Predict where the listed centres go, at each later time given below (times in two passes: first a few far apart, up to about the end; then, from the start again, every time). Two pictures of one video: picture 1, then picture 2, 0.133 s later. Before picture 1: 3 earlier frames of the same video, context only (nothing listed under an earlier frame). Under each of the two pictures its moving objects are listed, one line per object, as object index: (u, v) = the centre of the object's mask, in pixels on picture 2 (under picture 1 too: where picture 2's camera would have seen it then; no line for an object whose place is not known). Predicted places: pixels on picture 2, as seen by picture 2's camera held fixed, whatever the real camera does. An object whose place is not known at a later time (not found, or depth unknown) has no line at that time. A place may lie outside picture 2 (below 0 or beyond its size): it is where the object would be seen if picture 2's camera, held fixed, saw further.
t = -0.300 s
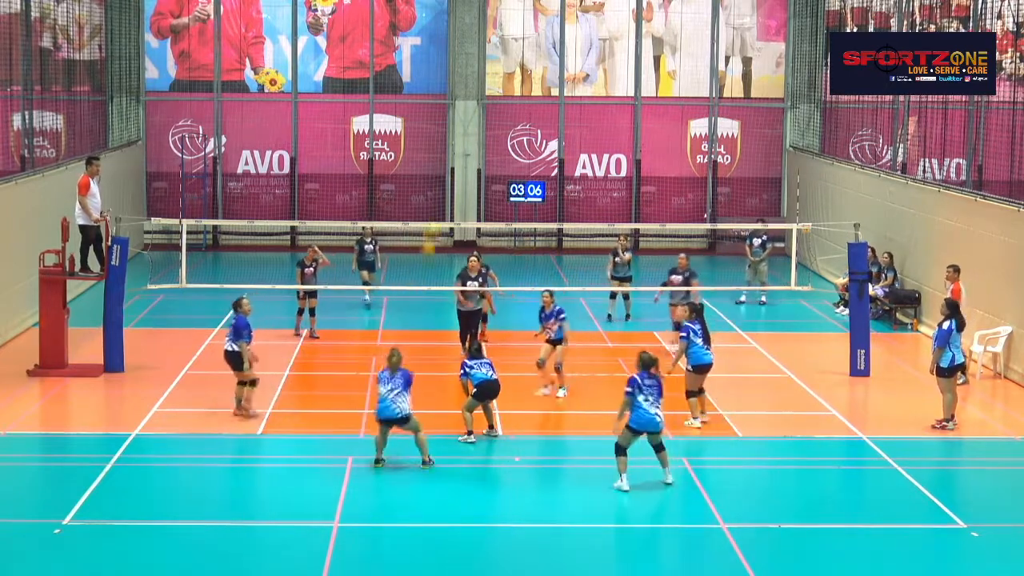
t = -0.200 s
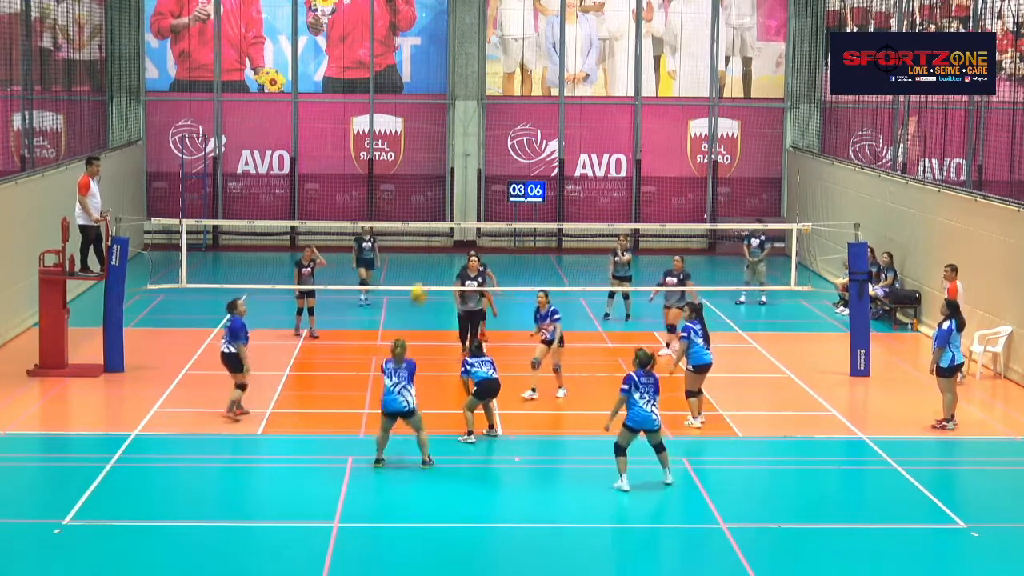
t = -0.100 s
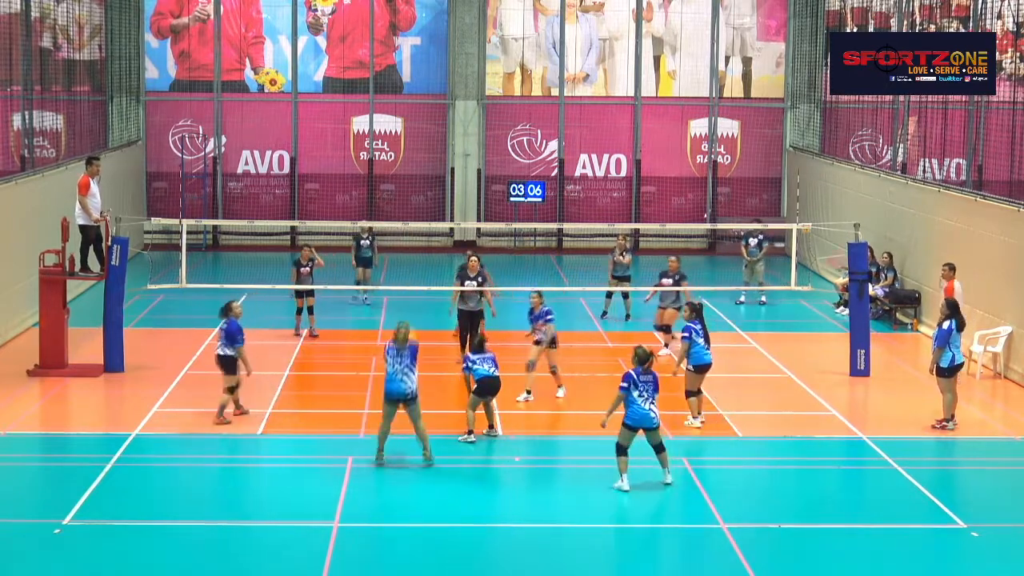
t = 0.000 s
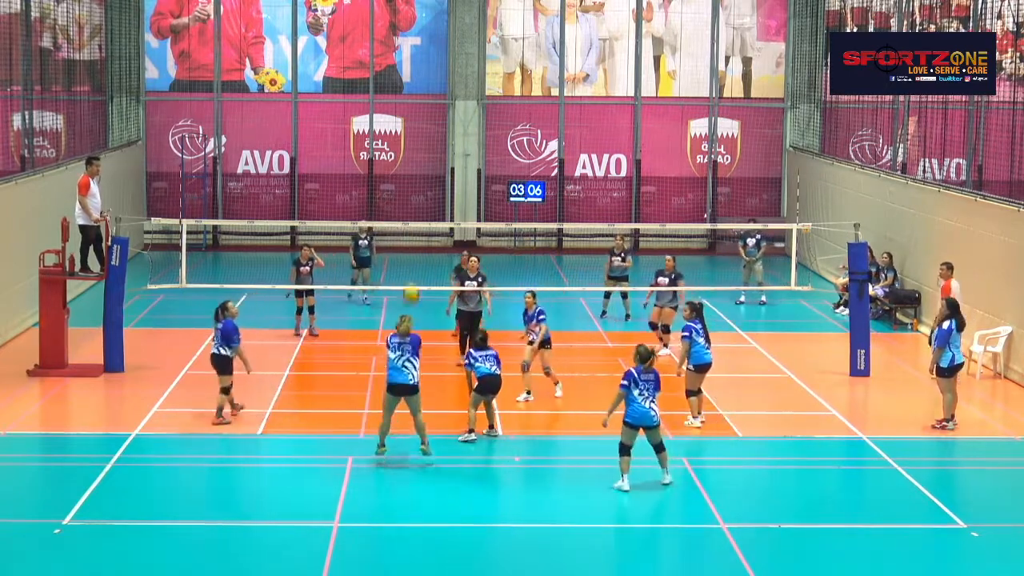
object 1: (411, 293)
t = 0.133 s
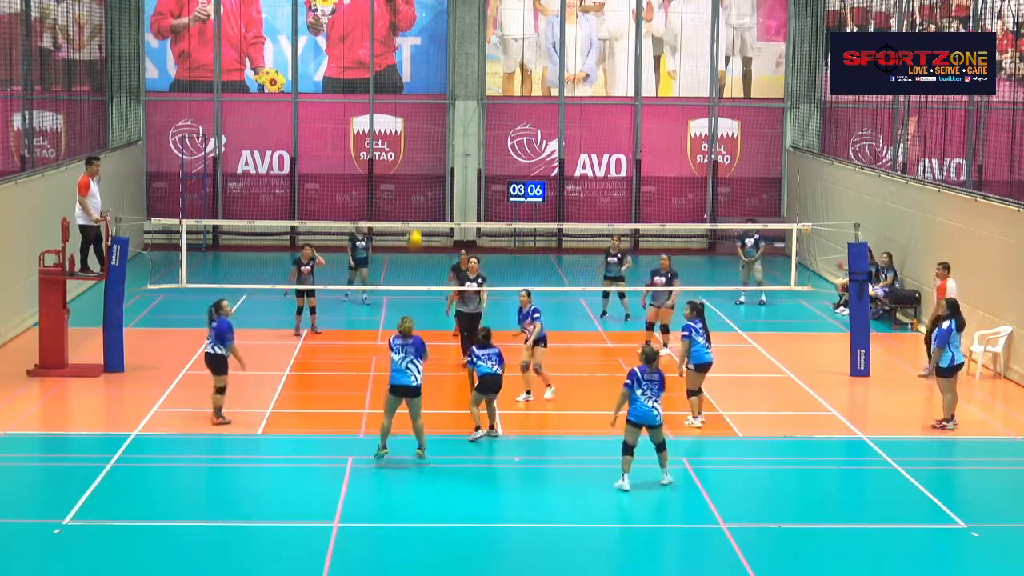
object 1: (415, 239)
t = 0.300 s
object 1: (418, 189)
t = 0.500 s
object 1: (423, 159)
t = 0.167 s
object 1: (416, 223)
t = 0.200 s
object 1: (416, 215)
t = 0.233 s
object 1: (417, 205)
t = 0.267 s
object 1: (417, 199)
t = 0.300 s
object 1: (418, 189)
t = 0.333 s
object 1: (419, 181)
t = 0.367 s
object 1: (420, 177)
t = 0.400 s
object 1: (420, 169)
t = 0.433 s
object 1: (421, 168)
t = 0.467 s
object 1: (421, 162)
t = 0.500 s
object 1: (423, 159)
